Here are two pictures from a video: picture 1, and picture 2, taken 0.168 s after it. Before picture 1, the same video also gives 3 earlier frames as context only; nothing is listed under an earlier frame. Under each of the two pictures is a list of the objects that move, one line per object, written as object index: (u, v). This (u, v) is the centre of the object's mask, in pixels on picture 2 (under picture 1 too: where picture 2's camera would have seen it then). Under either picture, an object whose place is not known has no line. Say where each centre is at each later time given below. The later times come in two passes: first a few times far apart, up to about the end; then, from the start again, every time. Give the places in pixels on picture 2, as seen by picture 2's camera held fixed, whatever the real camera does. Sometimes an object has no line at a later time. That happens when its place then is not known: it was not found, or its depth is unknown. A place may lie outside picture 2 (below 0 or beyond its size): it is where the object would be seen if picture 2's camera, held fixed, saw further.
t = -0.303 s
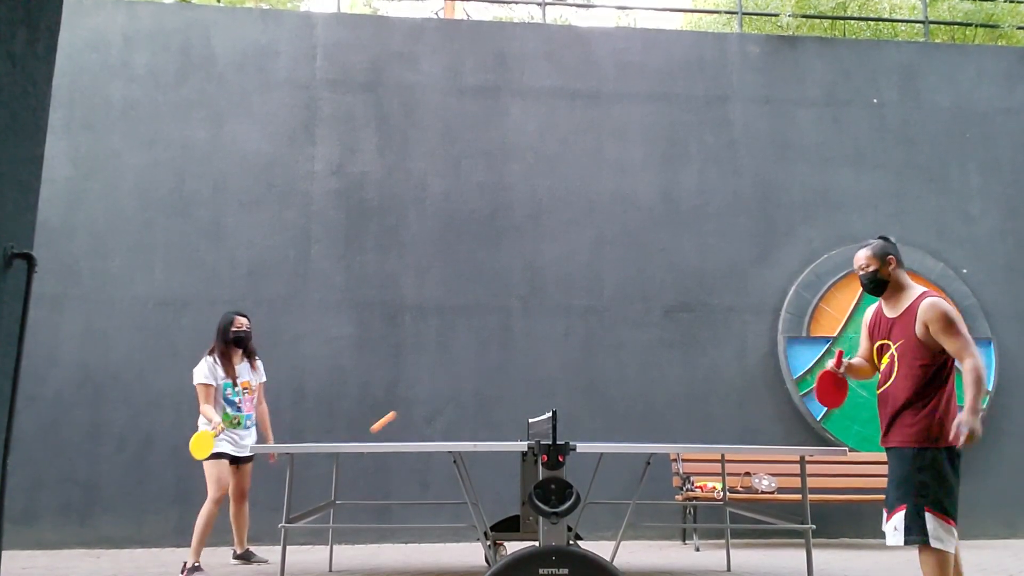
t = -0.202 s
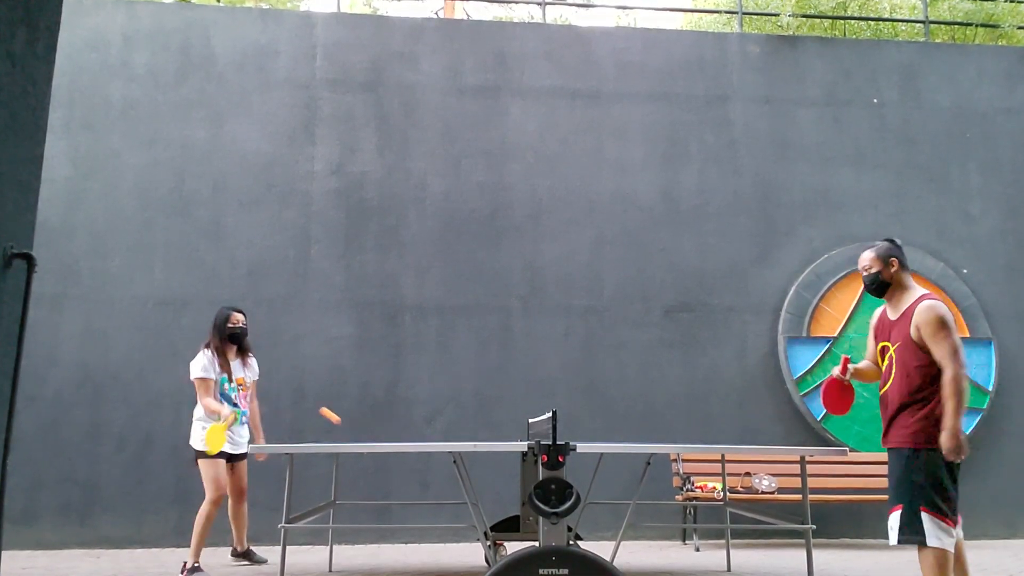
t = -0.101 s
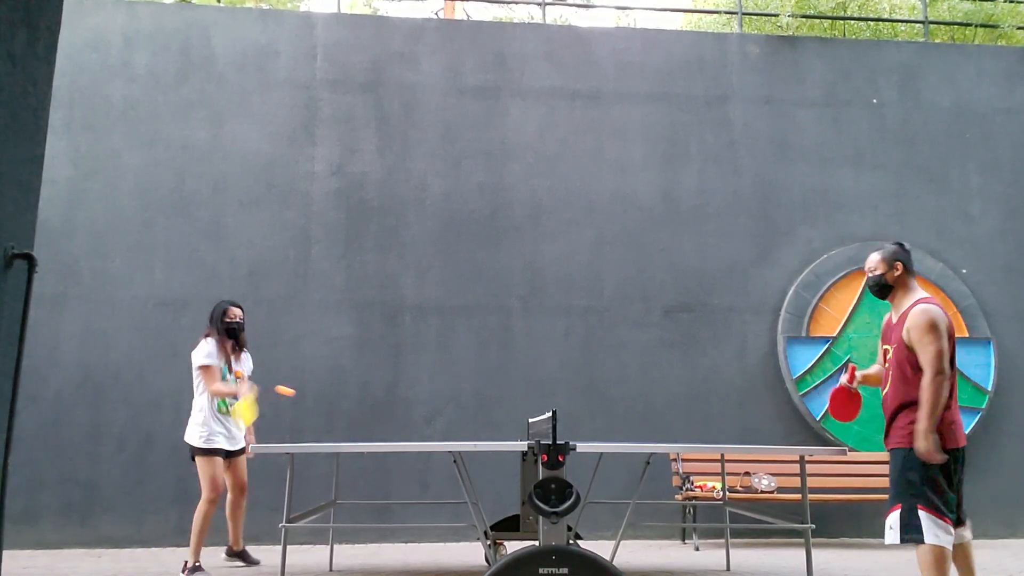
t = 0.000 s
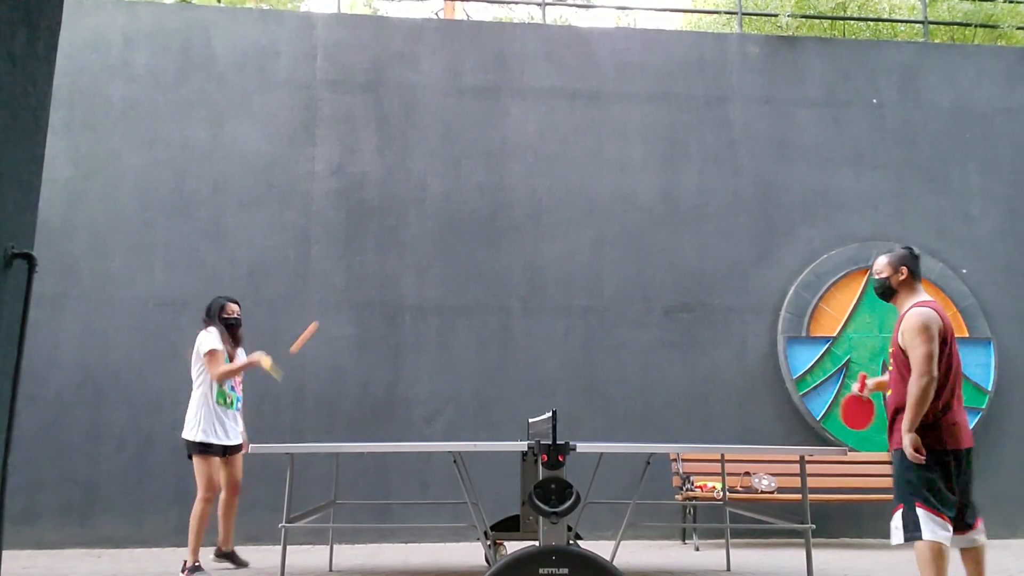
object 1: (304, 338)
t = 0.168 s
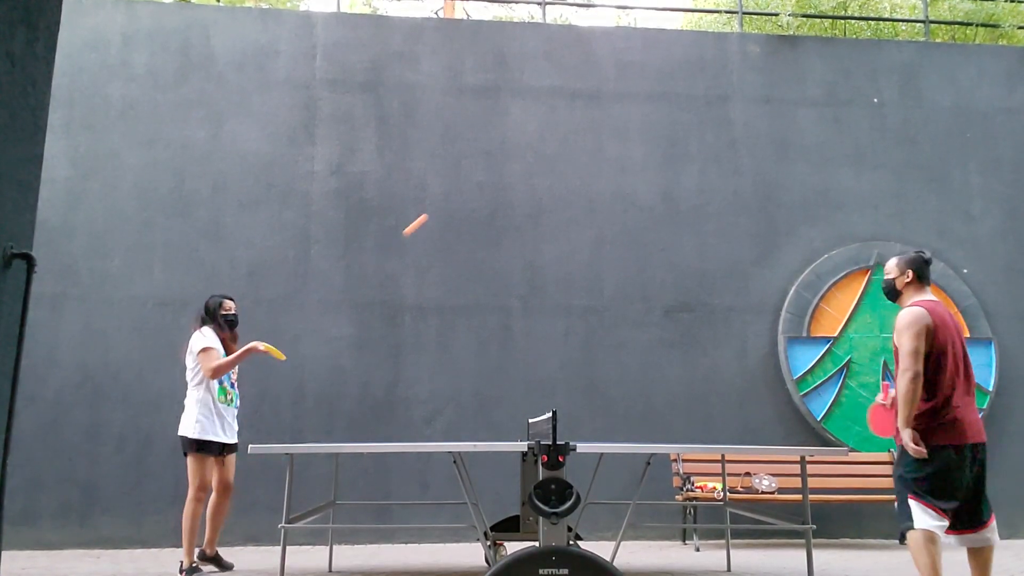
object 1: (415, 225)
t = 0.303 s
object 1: (494, 171)
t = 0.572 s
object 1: (637, 144)
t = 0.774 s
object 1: (740, 191)
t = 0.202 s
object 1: (436, 209)
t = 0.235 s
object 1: (456, 194)
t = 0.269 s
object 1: (475, 181)
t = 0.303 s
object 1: (494, 171)
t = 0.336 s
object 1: (513, 161)
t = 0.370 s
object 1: (531, 154)
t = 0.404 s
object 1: (549, 149)
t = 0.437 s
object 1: (567, 144)
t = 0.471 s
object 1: (584, 142)
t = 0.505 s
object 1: (602, 141)
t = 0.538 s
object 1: (620, 142)
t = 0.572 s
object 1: (637, 144)
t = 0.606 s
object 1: (654, 148)
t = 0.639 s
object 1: (671, 153)
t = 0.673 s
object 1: (688, 160)
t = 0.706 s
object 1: (705, 169)
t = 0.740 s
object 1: (722, 179)
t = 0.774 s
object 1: (740, 191)
